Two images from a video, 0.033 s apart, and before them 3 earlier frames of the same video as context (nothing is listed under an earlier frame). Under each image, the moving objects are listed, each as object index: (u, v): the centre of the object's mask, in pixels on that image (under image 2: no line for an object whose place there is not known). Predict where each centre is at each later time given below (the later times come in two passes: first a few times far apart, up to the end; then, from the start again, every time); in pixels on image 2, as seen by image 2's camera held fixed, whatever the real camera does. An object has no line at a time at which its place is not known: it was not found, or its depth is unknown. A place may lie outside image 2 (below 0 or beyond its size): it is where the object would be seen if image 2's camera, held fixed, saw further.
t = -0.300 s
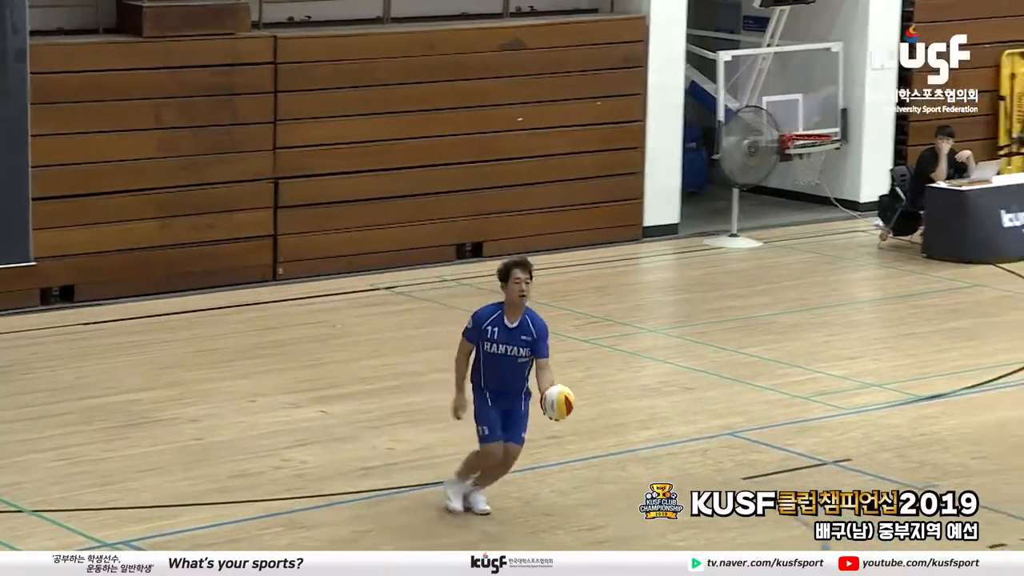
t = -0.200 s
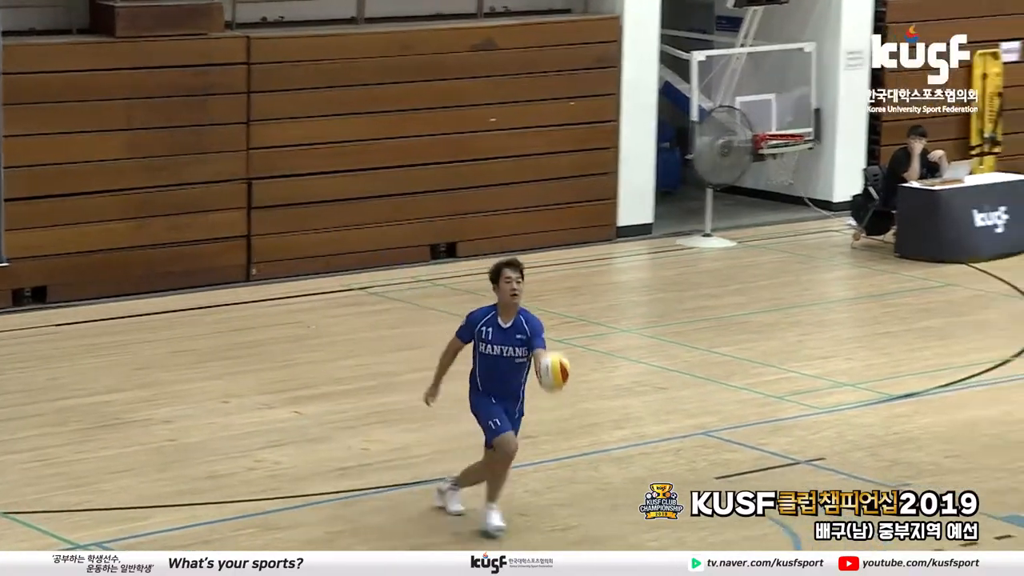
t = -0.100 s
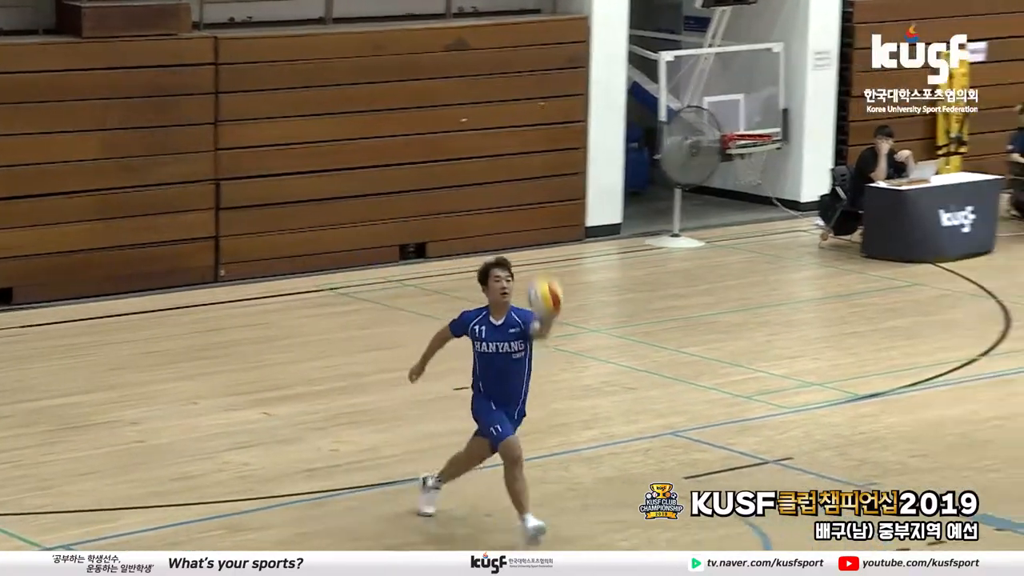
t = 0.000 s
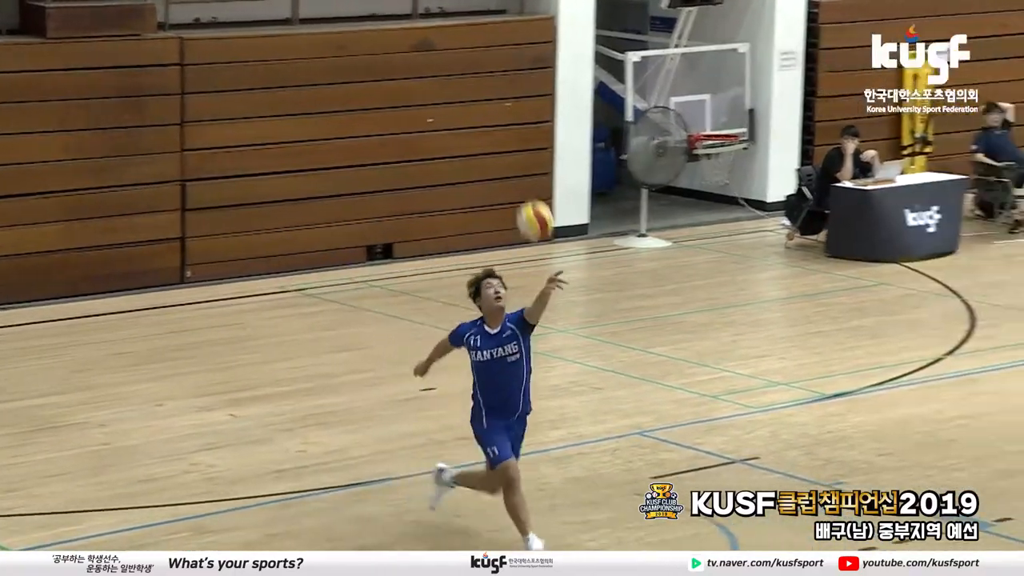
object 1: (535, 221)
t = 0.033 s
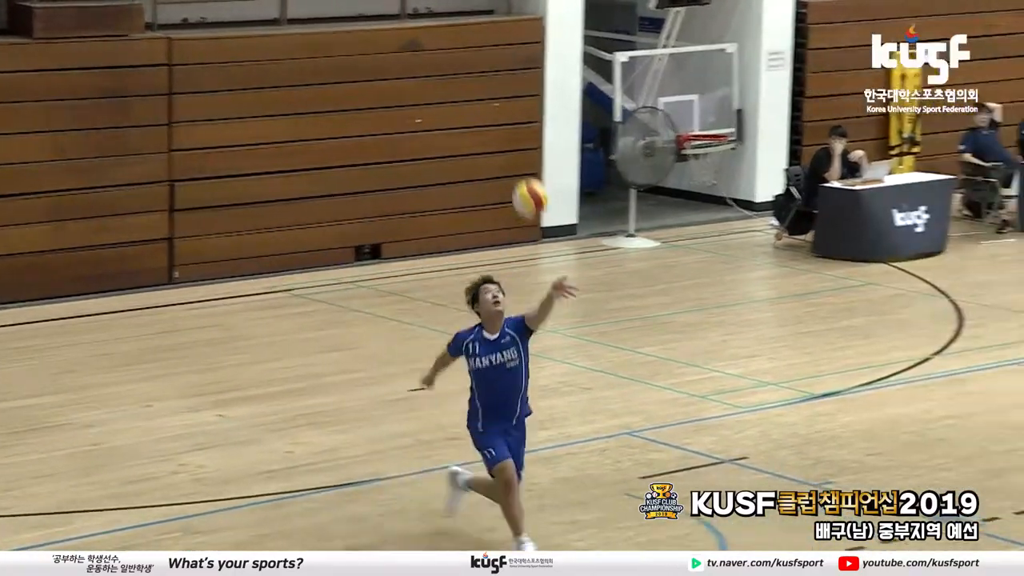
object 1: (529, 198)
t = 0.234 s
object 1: (574, 103)
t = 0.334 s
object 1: (594, 81)
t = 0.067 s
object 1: (536, 178)
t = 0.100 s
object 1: (544, 159)
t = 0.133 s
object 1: (551, 142)
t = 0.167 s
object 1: (559, 127)
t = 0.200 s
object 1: (566, 114)
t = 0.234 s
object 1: (574, 103)
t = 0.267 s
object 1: (581, 94)
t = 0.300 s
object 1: (588, 86)
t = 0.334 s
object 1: (594, 81)
